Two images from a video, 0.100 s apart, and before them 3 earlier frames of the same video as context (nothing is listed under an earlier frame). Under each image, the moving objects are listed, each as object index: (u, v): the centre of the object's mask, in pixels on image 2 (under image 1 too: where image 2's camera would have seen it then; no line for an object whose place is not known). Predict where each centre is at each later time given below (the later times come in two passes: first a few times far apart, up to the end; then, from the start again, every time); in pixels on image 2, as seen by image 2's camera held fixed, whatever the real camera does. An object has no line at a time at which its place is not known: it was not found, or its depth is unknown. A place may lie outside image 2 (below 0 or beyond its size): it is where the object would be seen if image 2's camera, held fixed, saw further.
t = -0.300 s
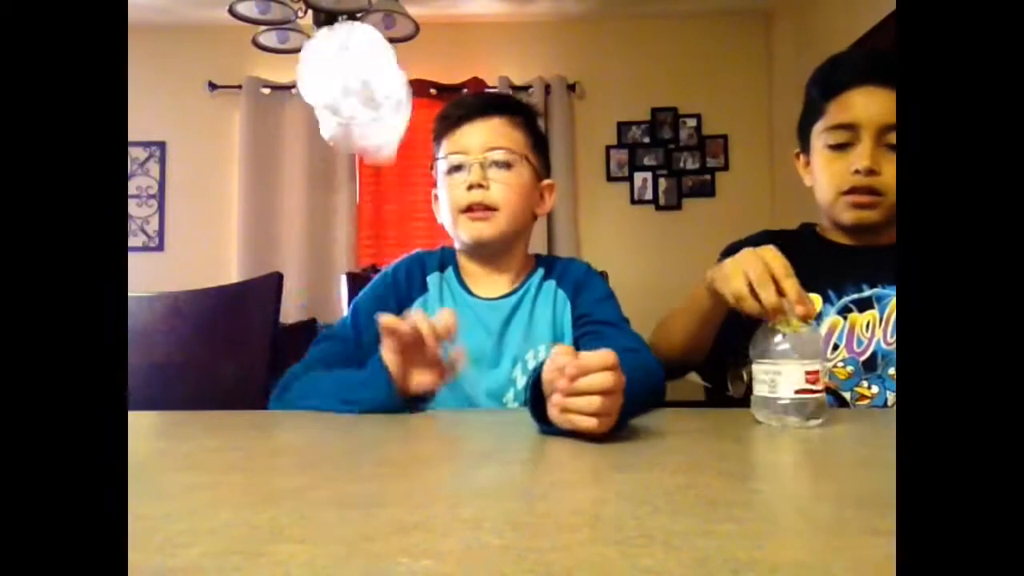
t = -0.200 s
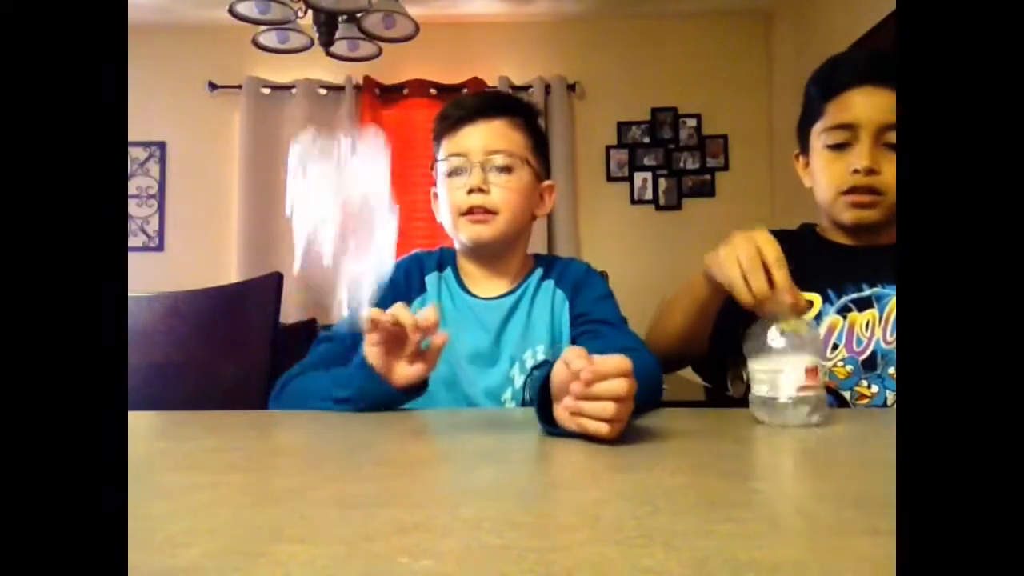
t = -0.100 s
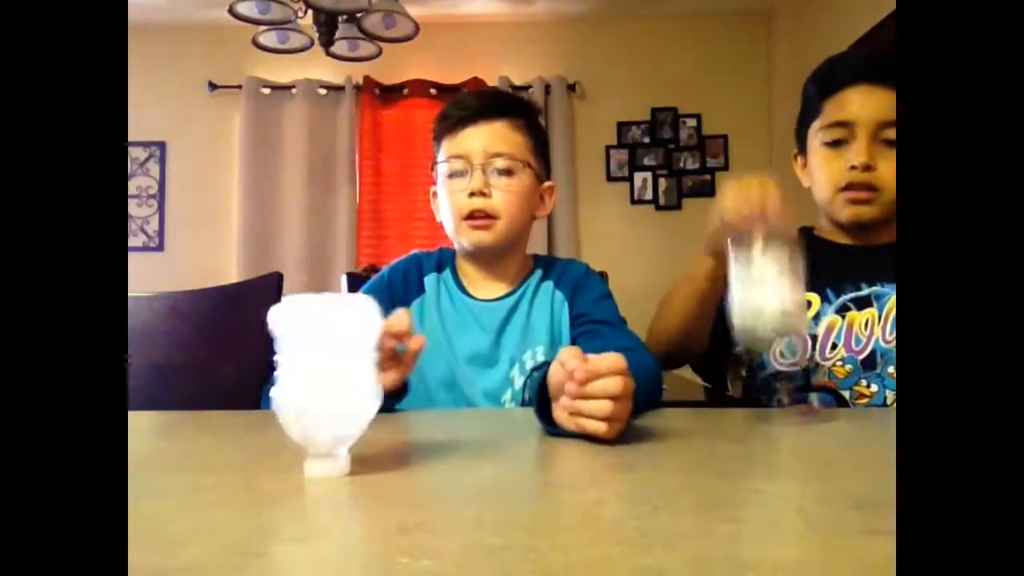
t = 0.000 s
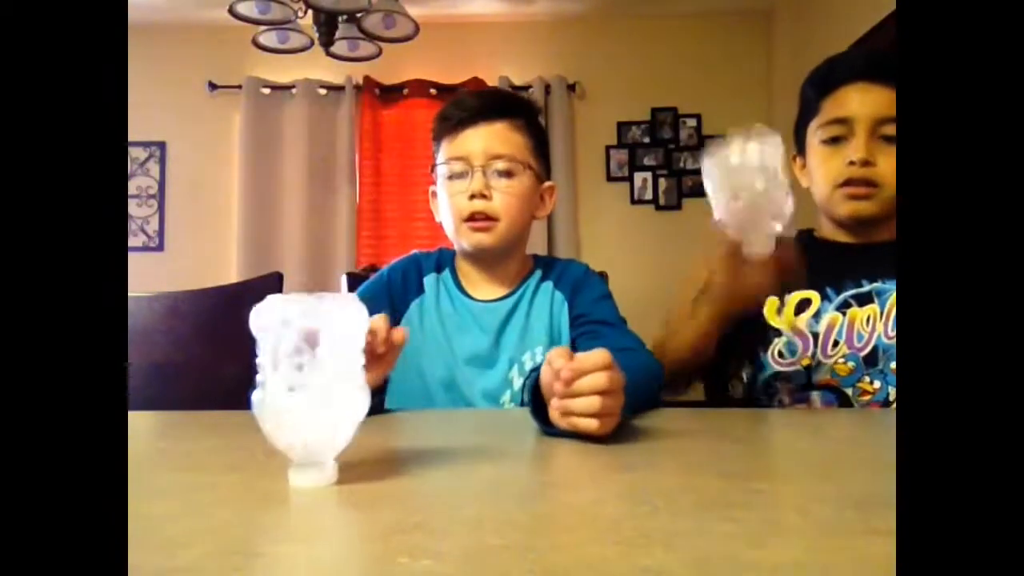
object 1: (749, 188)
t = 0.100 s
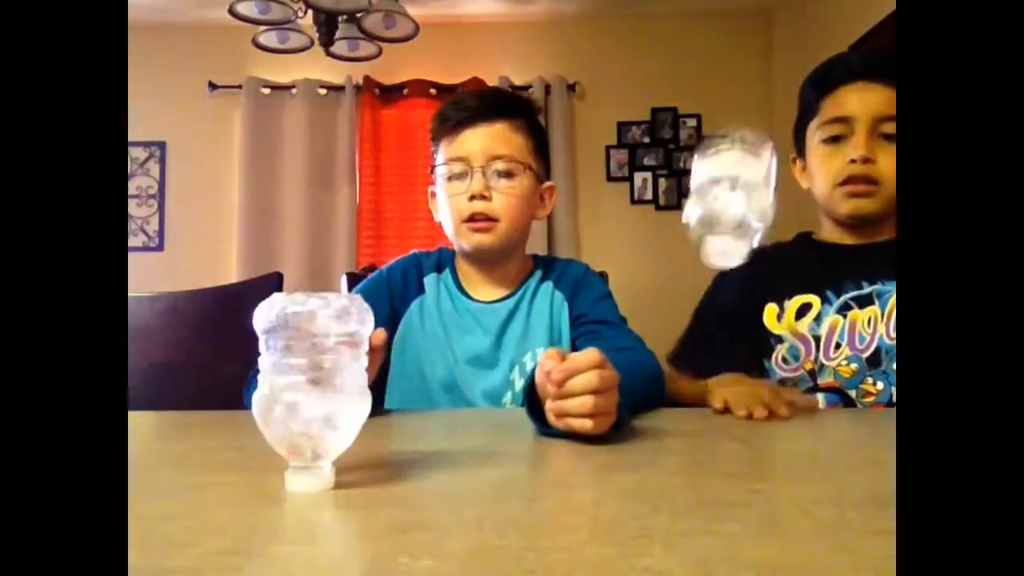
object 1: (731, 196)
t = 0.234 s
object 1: (709, 378)
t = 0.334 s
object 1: (687, 406)
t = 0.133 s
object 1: (726, 222)
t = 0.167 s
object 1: (721, 265)
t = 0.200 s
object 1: (715, 320)
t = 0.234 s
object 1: (709, 378)
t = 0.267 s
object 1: (704, 405)
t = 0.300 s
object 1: (696, 405)
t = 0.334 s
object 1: (687, 406)
